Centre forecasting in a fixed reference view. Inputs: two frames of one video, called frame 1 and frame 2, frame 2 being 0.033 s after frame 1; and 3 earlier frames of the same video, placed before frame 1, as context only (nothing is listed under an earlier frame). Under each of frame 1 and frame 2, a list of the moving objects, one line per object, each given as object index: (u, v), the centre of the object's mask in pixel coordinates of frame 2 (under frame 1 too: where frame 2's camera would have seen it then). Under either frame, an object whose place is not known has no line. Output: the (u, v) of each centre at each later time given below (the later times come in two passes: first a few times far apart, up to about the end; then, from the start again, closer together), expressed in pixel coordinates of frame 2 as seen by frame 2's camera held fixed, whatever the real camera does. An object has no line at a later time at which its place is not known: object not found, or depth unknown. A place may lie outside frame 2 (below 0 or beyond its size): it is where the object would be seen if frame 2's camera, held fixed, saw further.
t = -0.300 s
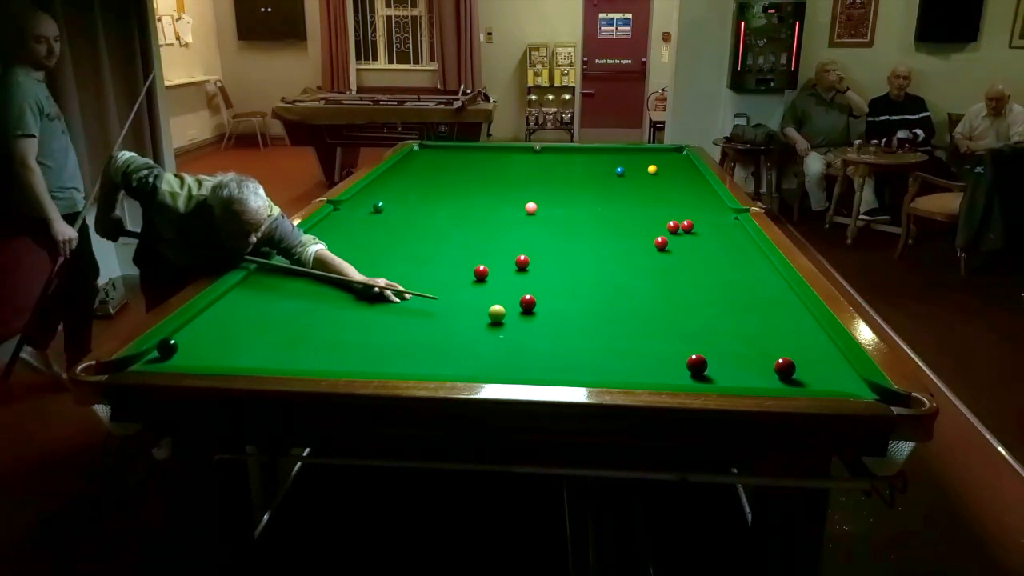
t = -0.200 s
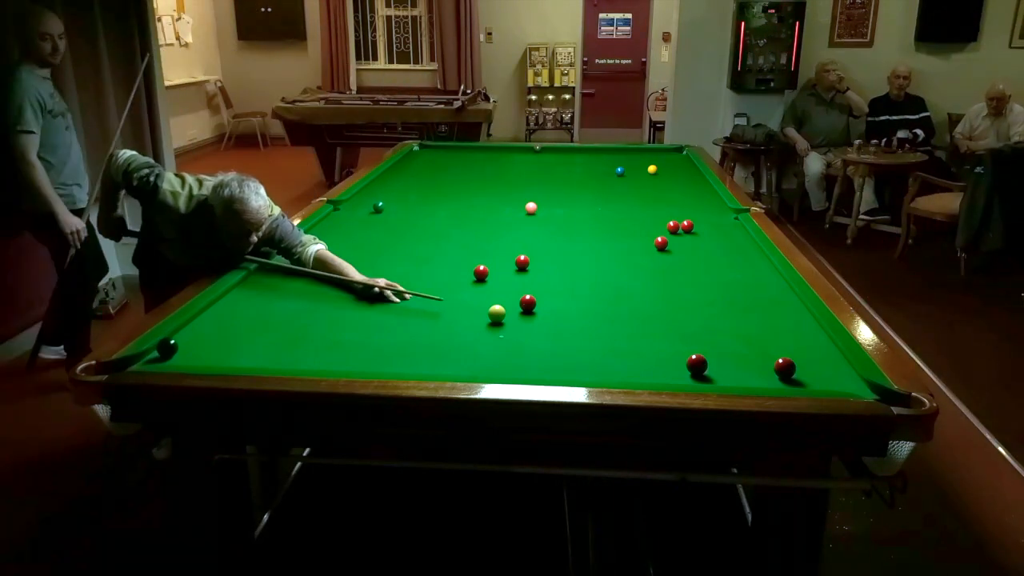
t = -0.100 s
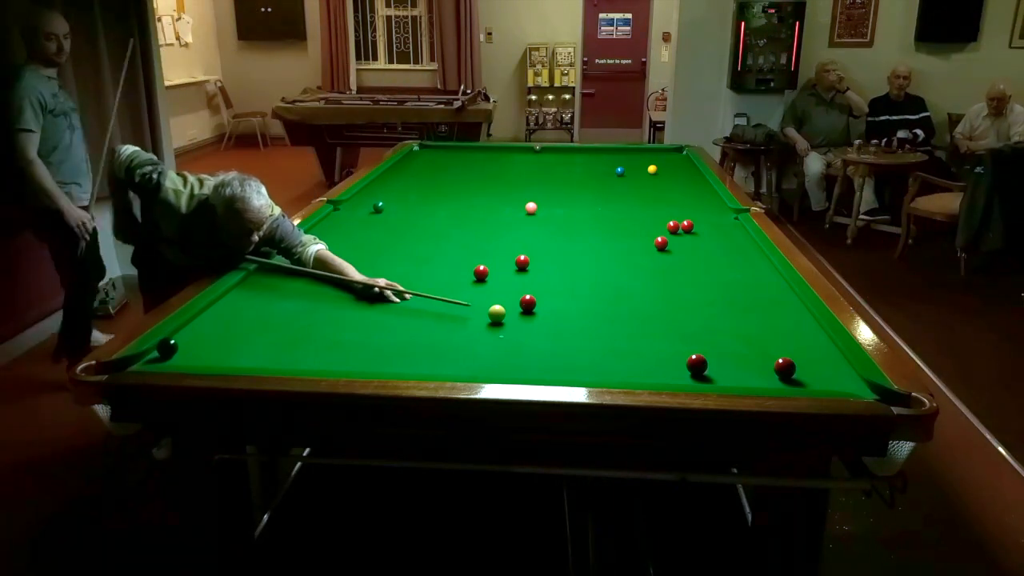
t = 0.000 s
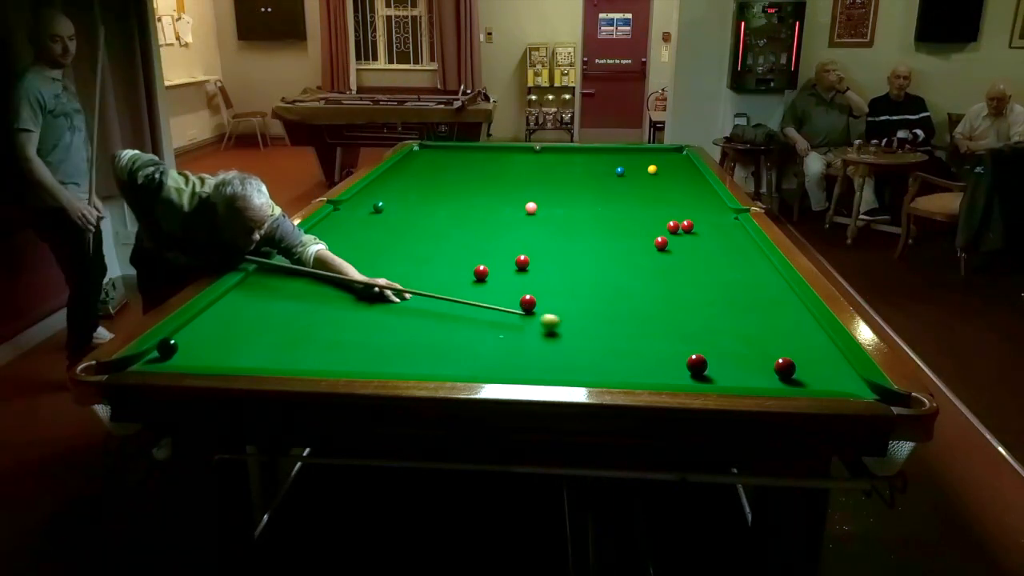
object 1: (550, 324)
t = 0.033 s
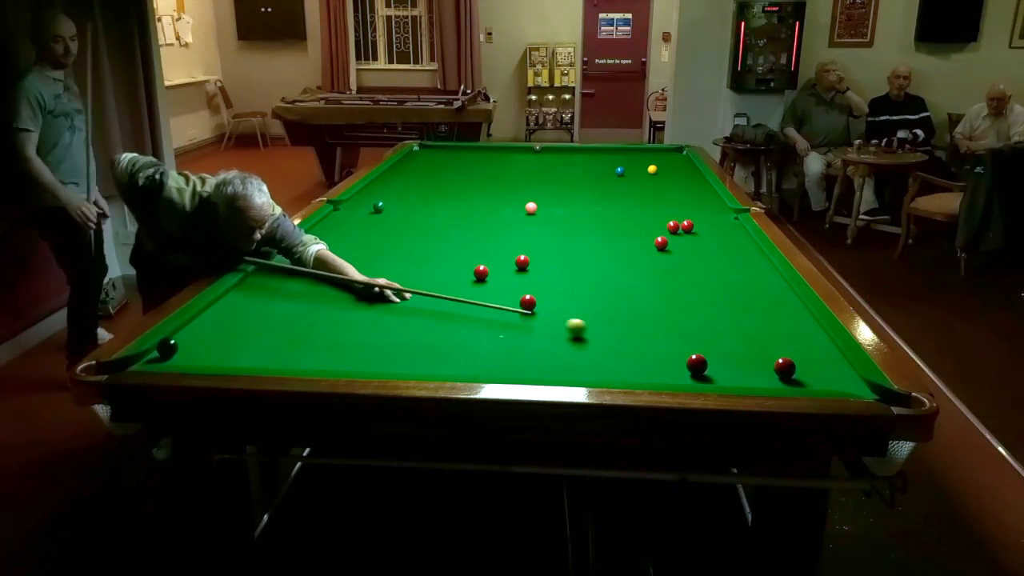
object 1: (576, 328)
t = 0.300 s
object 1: (771, 359)
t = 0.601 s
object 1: (815, 348)
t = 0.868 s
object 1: (754, 335)
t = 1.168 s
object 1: (695, 322)
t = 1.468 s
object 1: (644, 310)
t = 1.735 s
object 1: (605, 301)
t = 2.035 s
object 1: (566, 292)
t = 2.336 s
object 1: (533, 284)
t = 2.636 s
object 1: (503, 278)
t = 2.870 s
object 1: (493, 275)
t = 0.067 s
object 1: (602, 333)
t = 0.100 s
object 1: (629, 338)
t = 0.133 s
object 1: (657, 343)
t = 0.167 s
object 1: (683, 347)
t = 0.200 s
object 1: (713, 352)
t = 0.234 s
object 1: (744, 358)
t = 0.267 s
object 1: (765, 361)
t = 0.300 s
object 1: (771, 359)
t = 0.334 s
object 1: (776, 357)
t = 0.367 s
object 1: (783, 356)
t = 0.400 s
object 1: (791, 354)
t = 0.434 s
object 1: (799, 353)
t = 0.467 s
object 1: (809, 353)
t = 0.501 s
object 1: (819, 353)
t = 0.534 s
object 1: (830, 352)
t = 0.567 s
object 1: (825, 350)
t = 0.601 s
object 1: (815, 348)
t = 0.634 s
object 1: (806, 347)
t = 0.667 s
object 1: (798, 345)
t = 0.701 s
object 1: (790, 343)
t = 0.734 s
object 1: (783, 342)
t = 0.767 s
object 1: (776, 340)
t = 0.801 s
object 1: (768, 338)
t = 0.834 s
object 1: (761, 337)
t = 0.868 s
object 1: (754, 335)
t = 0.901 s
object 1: (747, 333)
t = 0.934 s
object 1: (740, 332)
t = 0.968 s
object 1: (733, 330)
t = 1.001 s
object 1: (727, 329)
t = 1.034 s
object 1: (720, 327)
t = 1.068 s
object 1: (714, 326)
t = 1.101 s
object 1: (707, 325)
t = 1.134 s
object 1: (701, 323)
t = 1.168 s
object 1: (695, 322)
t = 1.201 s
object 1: (689, 320)
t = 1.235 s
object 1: (683, 319)
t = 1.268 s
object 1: (677, 318)
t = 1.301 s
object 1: (671, 316)
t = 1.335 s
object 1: (666, 315)
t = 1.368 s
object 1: (660, 314)
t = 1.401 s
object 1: (655, 312)
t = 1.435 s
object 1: (650, 311)
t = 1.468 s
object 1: (644, 310)
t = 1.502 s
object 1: (639, 309)
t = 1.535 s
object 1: (634, 308)
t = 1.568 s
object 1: (629, 306)
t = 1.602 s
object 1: (624, 305)
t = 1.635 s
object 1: (619, 305)
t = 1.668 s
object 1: (614, 303)
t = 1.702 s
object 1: (609, 302)
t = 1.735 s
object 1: (605, 301)
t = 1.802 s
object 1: (596, 299)
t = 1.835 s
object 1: (591, 298)
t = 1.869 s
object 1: (587, 297)
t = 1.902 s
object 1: (583, 296)
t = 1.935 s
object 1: (579, 295)
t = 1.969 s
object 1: (575, 294)
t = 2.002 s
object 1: (570, 293)
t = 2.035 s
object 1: (566, 292)
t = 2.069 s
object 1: (562, 291)
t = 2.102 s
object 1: (558, 290)
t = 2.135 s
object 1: (555, 290)
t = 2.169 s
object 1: (551, 289)
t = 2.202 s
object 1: (547, 288)
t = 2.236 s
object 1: (543, 287)
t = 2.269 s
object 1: (540, 286)
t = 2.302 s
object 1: (536, 285)
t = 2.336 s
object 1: (533, 284)
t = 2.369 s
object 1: (529, 284)
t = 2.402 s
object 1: (526, 283)
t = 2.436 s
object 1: (522, 282)
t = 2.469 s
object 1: (519, 281)
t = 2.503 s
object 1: (516, 280)
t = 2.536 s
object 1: (513, 280)
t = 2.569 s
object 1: (510, 279)
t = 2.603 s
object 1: (506, 279)
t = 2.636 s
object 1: (503, 278)
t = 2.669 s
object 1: (500, 277)
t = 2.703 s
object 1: (497, 276)
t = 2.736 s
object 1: (495, 276)
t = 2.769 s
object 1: (494, 275)
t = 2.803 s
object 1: (494, 275)
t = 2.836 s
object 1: (494, 275)
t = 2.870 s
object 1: (493, 275)
